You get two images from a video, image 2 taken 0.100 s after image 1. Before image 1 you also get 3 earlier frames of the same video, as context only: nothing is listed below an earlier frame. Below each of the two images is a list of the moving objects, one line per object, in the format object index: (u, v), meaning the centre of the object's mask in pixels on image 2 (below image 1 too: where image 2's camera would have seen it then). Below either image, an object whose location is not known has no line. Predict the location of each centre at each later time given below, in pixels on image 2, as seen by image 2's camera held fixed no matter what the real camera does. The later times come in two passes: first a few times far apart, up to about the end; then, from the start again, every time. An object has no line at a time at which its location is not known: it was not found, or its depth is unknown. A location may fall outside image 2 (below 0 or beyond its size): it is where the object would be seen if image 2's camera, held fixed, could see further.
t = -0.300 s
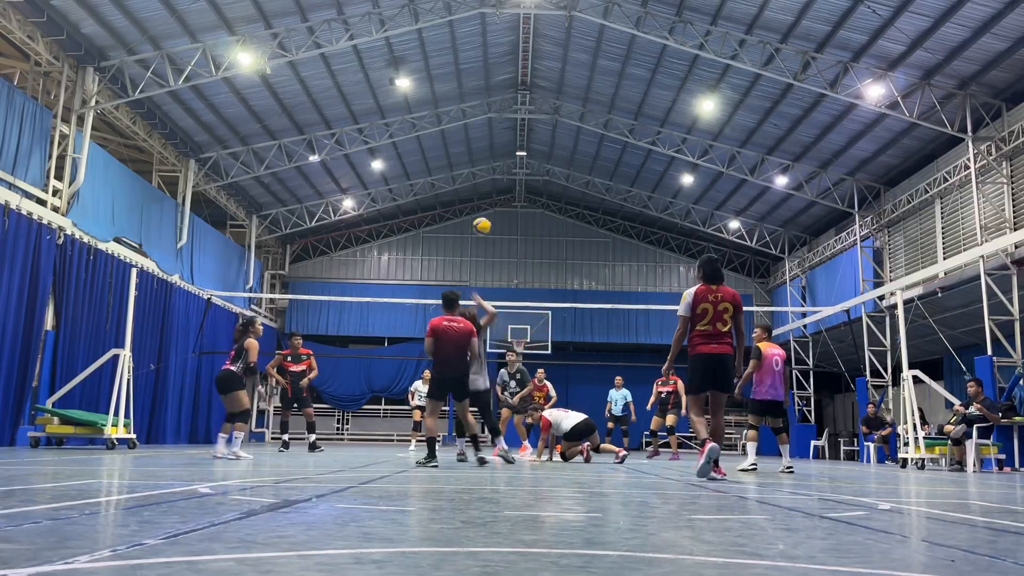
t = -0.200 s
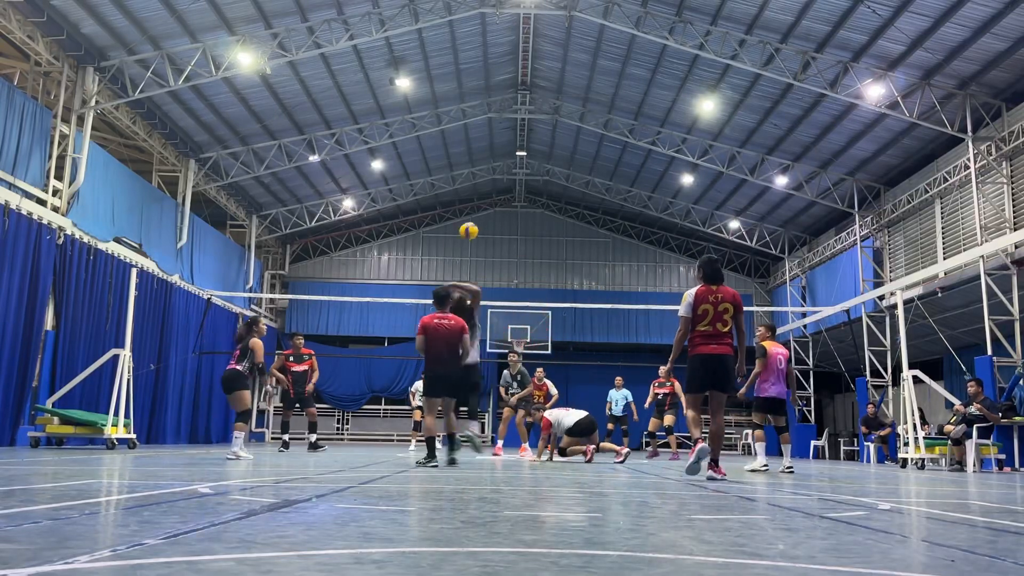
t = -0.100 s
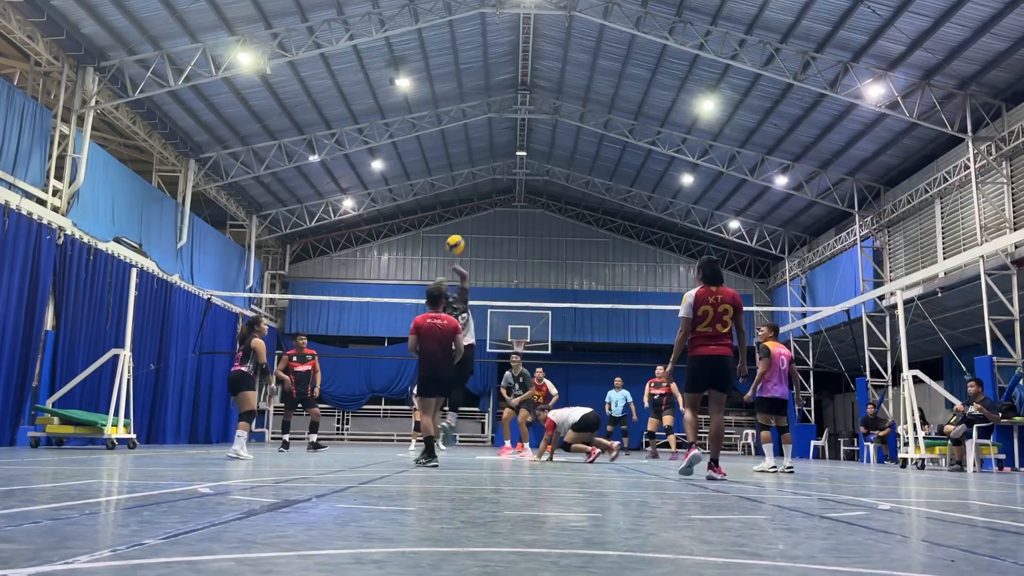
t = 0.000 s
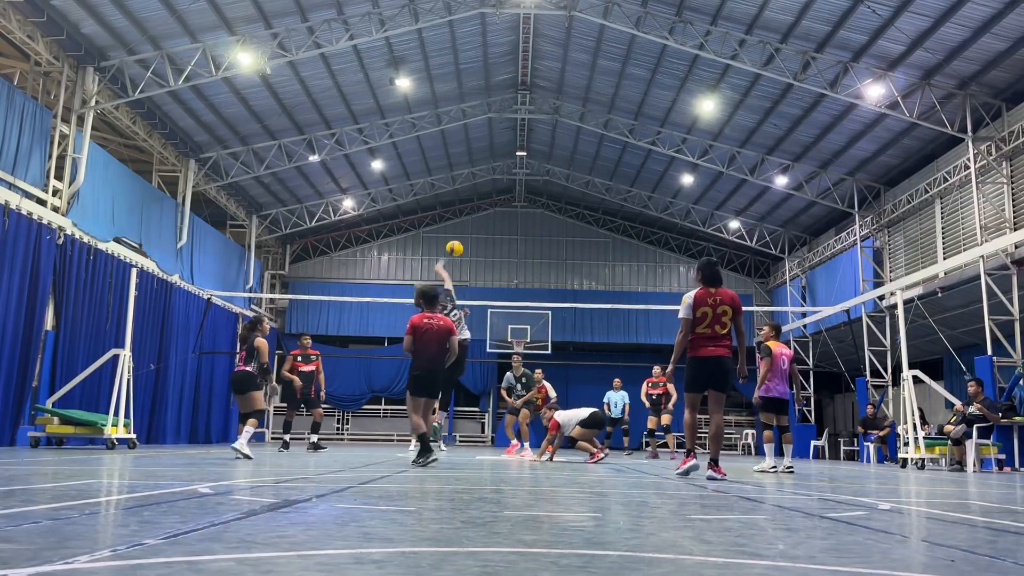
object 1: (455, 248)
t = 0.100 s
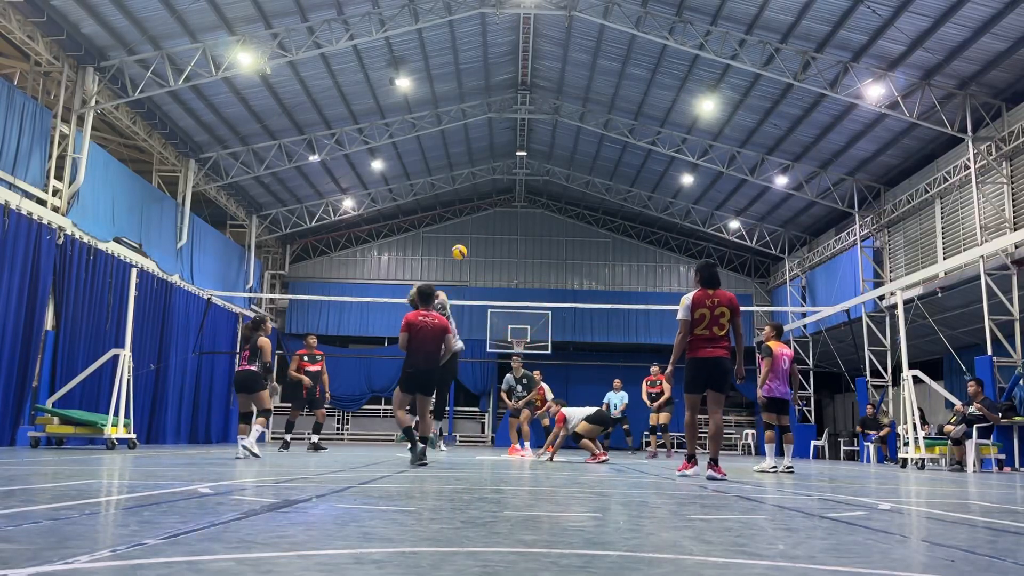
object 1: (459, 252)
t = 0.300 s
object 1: (465, 274)
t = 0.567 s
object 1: (465, 323)
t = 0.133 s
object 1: (461, 254)
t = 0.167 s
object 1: (462, 257)
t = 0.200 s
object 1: (463, 261)
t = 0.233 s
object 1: (464, 265)
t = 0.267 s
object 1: (464, 268)
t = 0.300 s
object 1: (465, 274)
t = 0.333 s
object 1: (465, 279)
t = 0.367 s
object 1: (465, 284)
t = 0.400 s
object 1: (465, 290)
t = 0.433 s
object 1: (465, 295)
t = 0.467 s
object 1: (465, 302)
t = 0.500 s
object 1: (465, 309)
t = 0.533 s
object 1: (465, 316)
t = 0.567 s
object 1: (465, 323)
